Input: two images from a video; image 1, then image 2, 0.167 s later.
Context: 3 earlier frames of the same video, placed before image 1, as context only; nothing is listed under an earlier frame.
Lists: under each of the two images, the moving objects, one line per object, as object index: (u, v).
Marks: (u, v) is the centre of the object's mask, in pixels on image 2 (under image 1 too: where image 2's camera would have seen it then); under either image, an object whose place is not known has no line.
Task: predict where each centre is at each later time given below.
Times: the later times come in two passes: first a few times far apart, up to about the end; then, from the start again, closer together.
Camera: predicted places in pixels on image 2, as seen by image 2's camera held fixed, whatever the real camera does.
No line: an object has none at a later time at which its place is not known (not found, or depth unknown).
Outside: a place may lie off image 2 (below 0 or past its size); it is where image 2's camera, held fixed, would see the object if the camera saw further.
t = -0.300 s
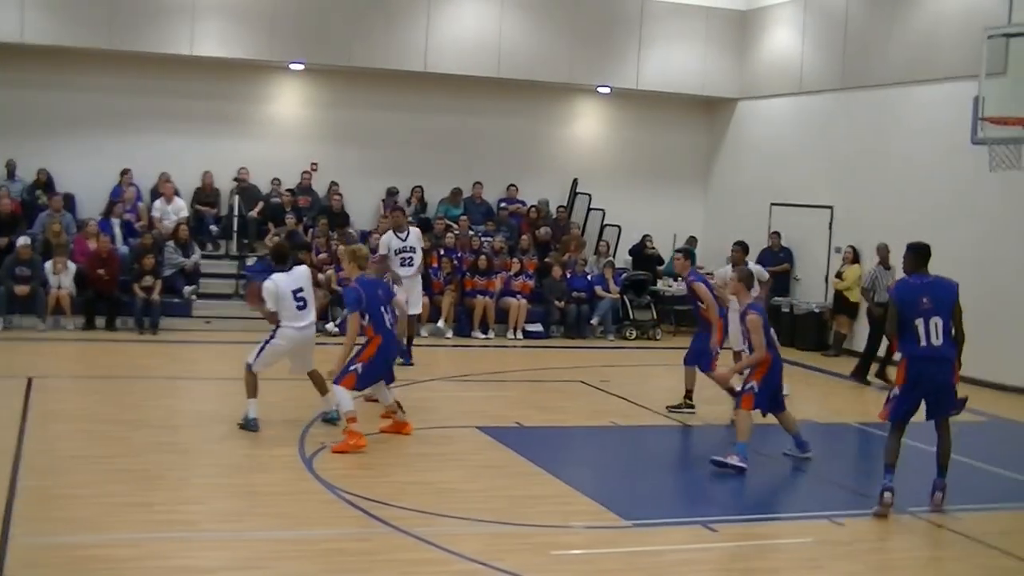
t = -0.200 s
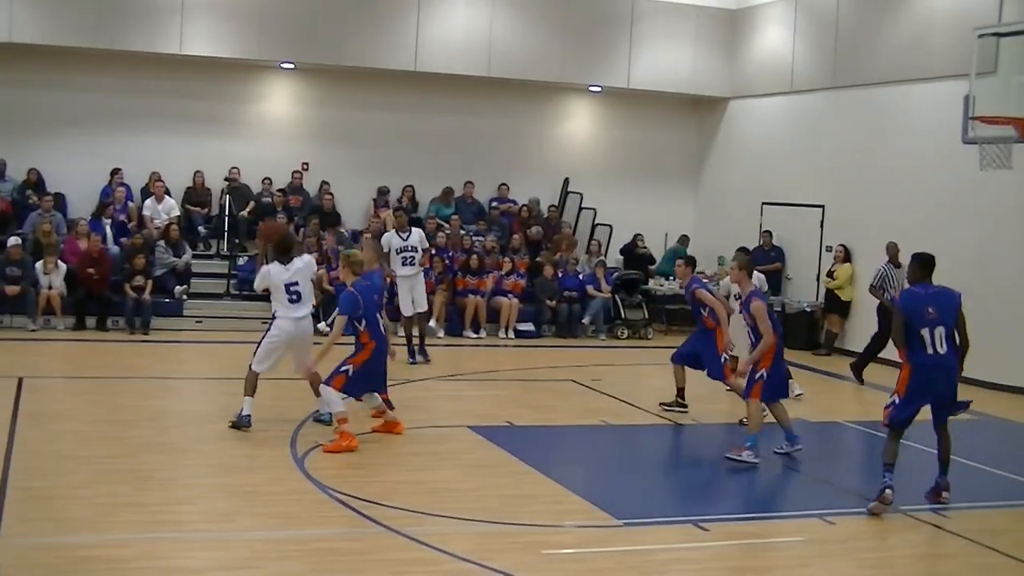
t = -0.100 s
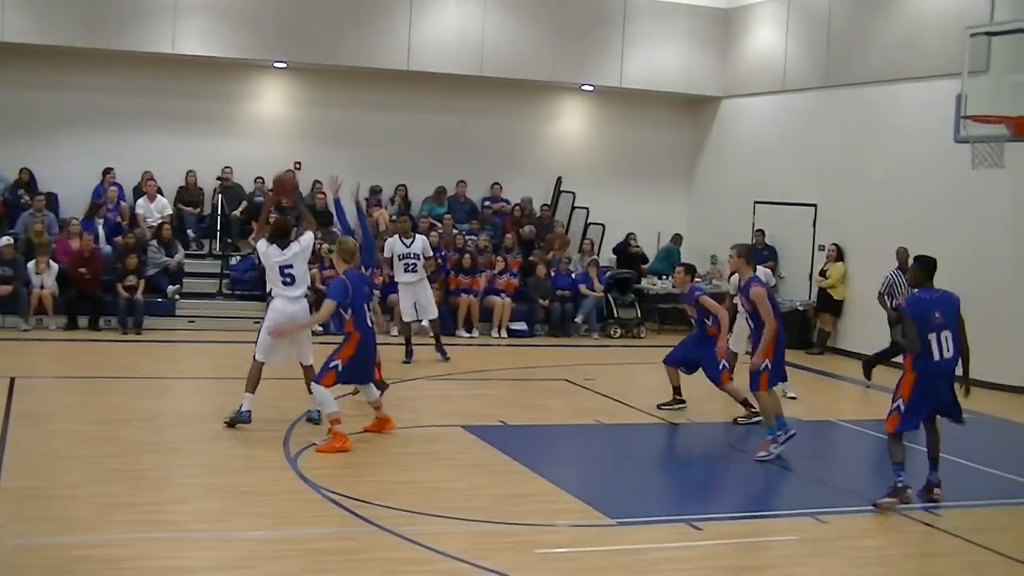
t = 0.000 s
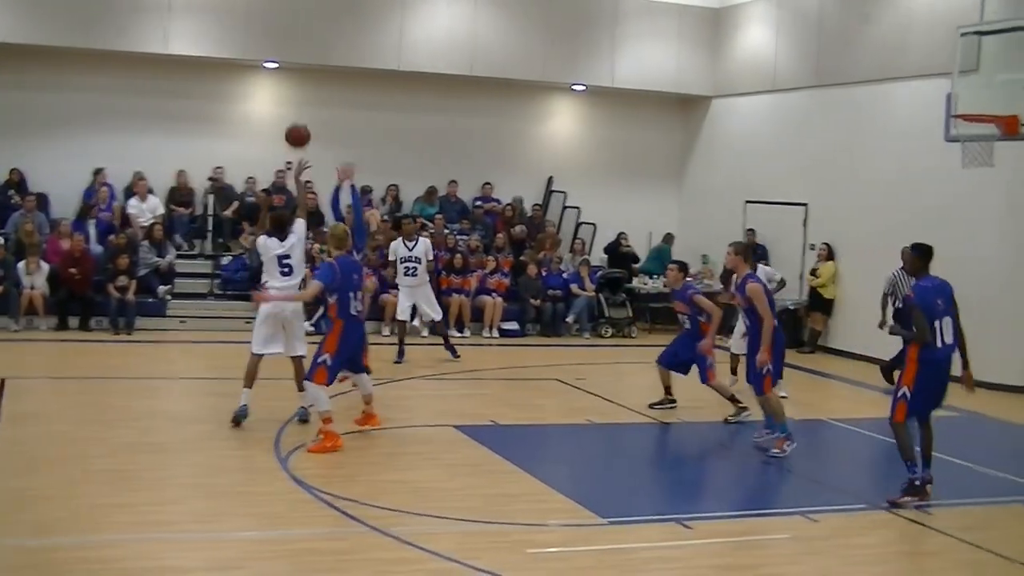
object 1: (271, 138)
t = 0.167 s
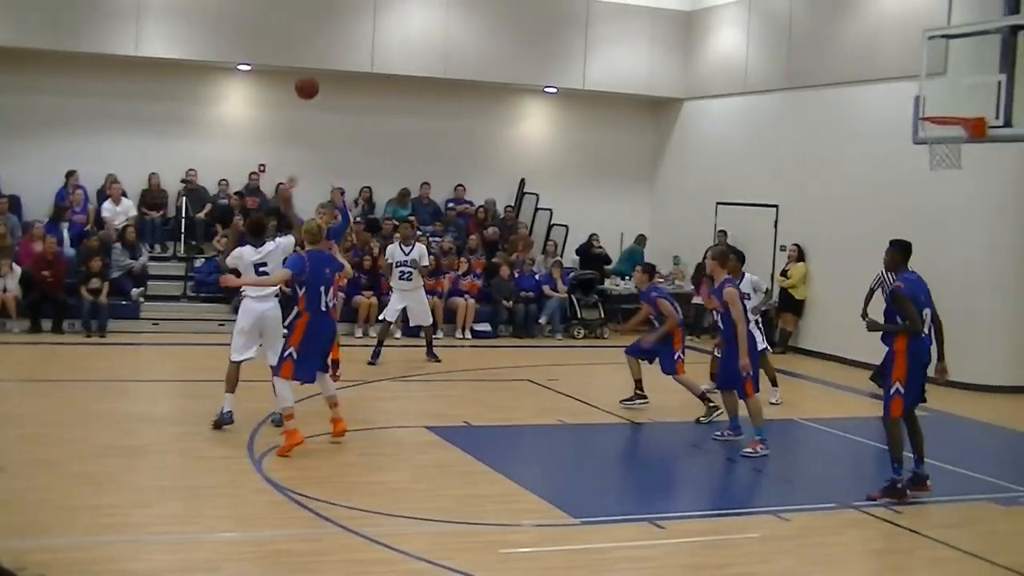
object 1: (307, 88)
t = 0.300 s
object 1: (332, 71)
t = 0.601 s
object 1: (377, 94)
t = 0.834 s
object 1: (405, 156)
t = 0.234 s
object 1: (320, 77)
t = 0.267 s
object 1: (326, 73)
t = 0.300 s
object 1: (332, 71)
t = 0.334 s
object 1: (337, 70)
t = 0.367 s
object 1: (343, 69)
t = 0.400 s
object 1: (348, 70)
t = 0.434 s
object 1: (354, 72)
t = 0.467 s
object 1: (359, 75)
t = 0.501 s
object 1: (363, 78)
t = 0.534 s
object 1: (368, 83)
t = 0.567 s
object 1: (373, 88)
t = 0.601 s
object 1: (377, 94)
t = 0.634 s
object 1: (382, 101)
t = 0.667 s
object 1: (386, 108)
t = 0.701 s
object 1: (390, 117)
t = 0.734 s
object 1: (394, 125)
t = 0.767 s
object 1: (398, 135)
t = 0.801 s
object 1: (402, 146)
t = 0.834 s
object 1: (405, 156)
